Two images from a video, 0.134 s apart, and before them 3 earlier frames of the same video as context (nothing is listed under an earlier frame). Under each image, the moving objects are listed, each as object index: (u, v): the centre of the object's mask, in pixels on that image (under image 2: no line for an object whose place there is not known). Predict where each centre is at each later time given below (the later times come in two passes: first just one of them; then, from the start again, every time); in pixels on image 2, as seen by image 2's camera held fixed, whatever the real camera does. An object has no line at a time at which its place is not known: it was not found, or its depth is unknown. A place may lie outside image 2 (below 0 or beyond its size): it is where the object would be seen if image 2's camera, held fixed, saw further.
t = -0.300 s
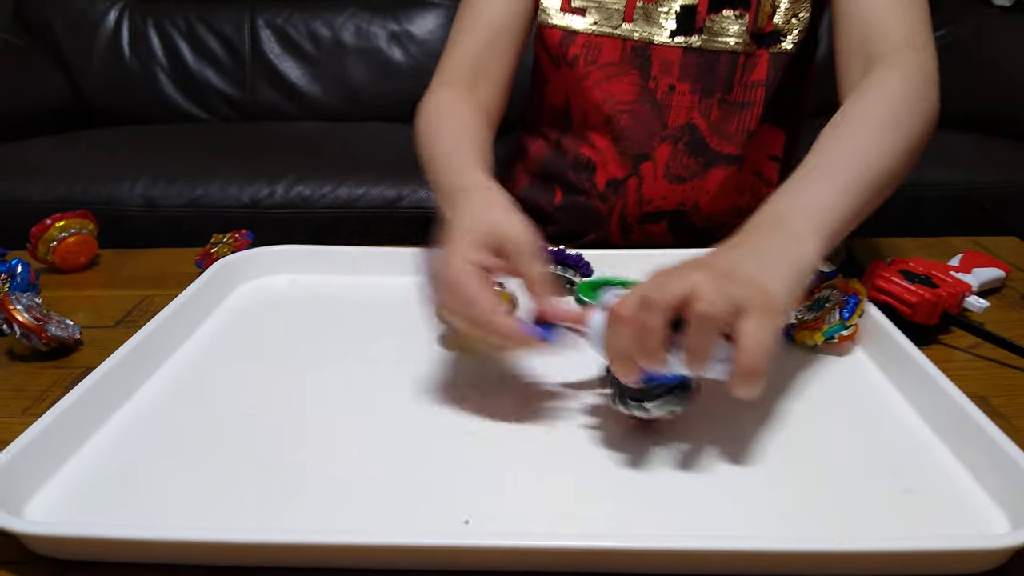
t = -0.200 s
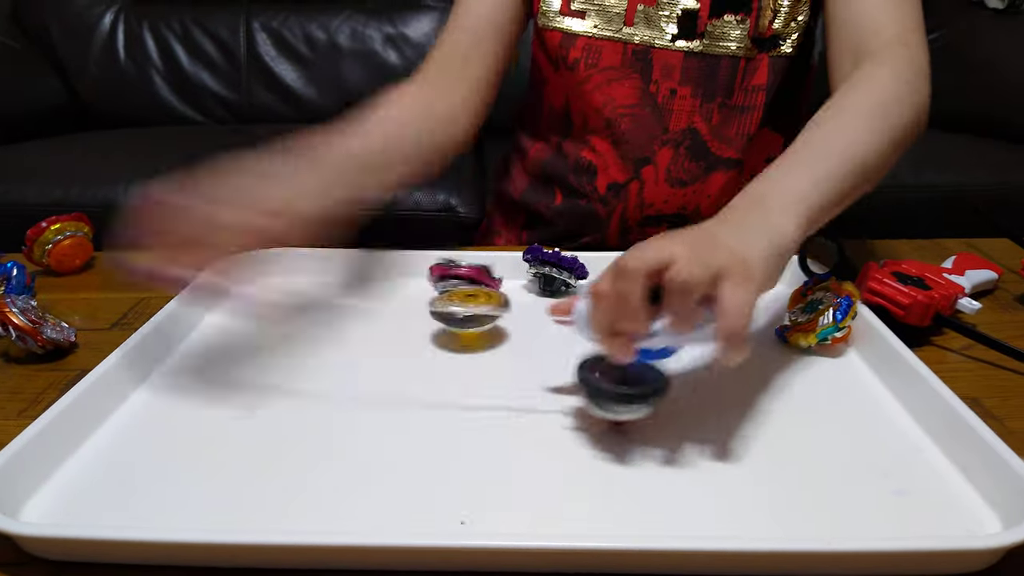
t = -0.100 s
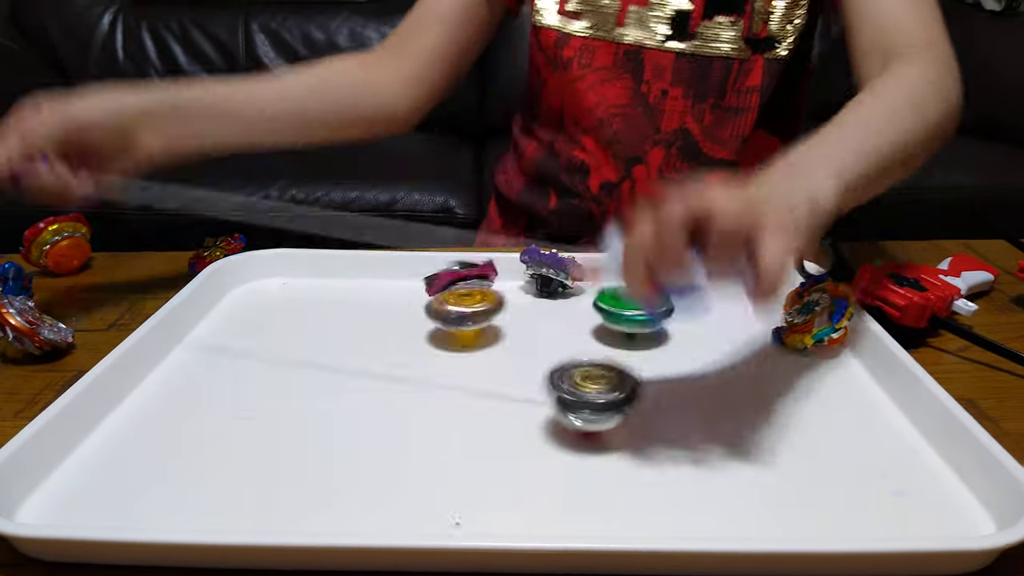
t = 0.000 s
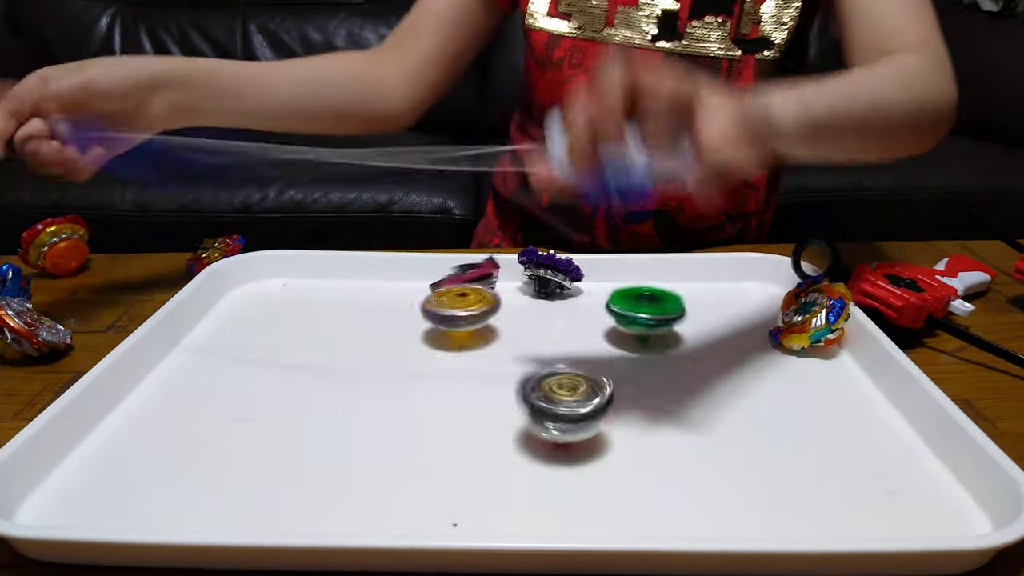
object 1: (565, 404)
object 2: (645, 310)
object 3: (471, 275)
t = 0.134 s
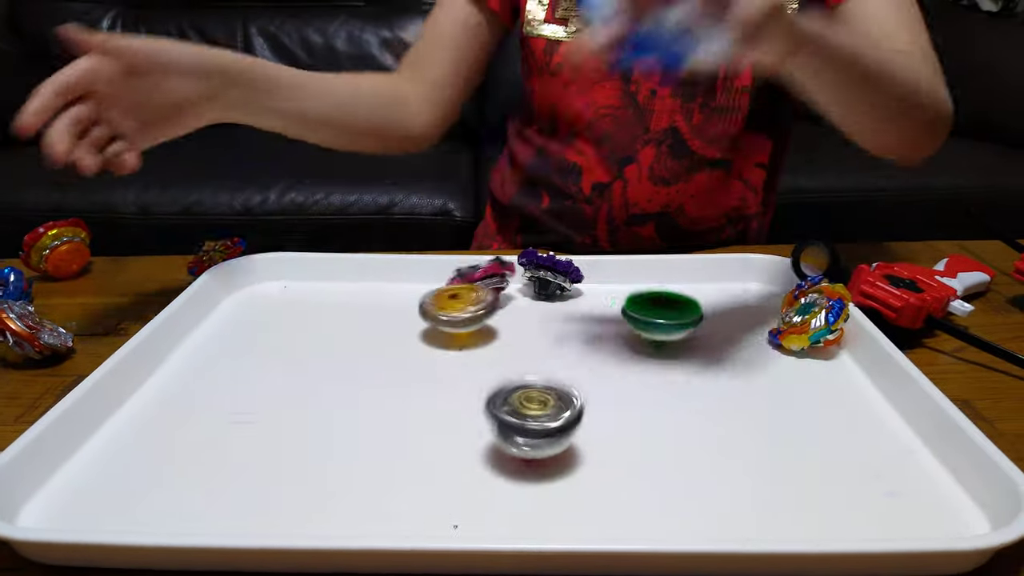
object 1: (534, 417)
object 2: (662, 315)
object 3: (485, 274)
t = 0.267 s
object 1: (504, 432)
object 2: (678, 319)
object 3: (493, 277)
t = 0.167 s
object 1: (527, 420)
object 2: (666, 316)
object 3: (489, 274)
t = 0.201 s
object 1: (519, 425)
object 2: (671, 317)
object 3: (490, 275)
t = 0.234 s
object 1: (511, 428)
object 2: (674, 318)
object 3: (492, 274)
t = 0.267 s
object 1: (504, 432)
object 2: (678, 319)
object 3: (493, 277)
